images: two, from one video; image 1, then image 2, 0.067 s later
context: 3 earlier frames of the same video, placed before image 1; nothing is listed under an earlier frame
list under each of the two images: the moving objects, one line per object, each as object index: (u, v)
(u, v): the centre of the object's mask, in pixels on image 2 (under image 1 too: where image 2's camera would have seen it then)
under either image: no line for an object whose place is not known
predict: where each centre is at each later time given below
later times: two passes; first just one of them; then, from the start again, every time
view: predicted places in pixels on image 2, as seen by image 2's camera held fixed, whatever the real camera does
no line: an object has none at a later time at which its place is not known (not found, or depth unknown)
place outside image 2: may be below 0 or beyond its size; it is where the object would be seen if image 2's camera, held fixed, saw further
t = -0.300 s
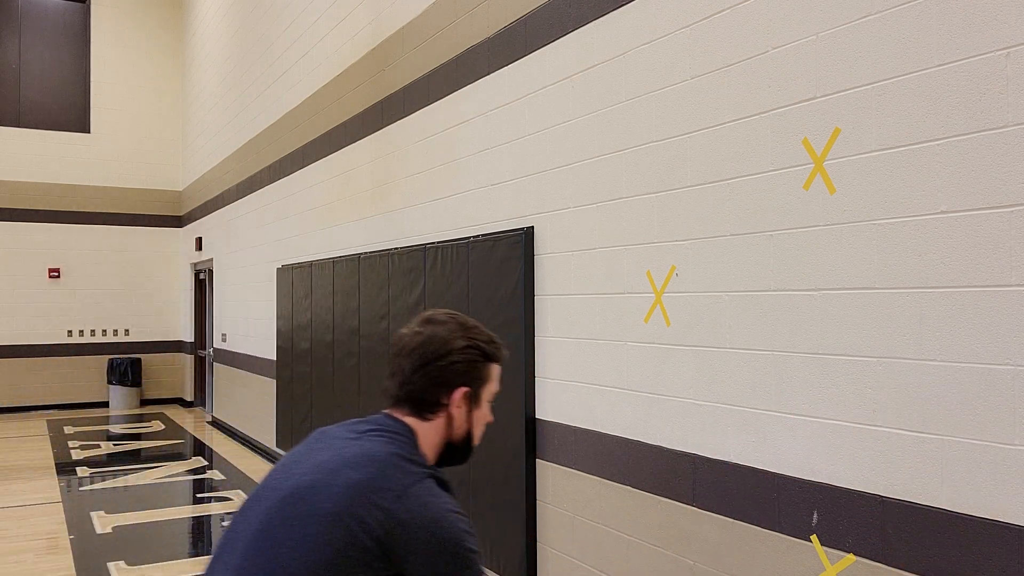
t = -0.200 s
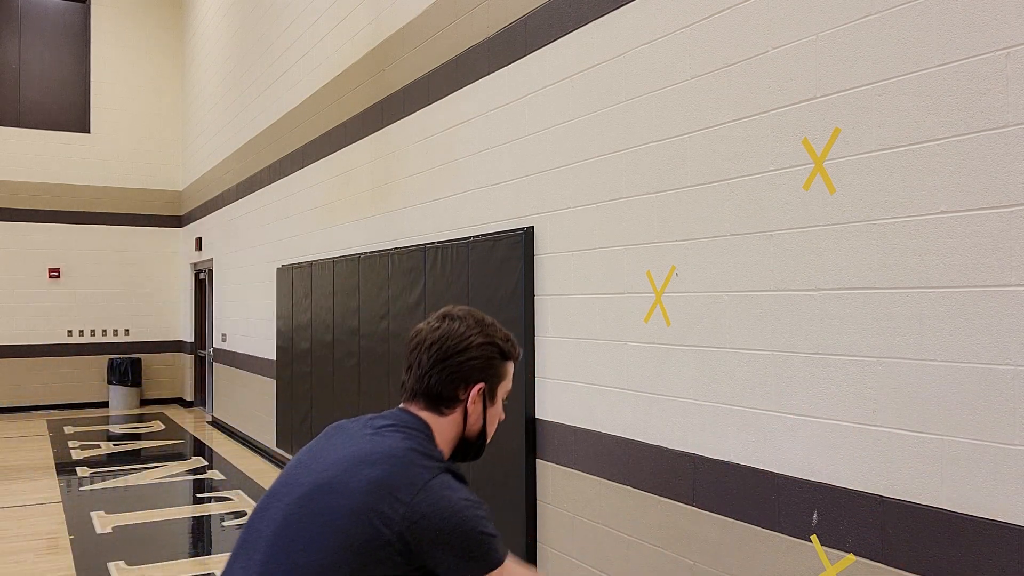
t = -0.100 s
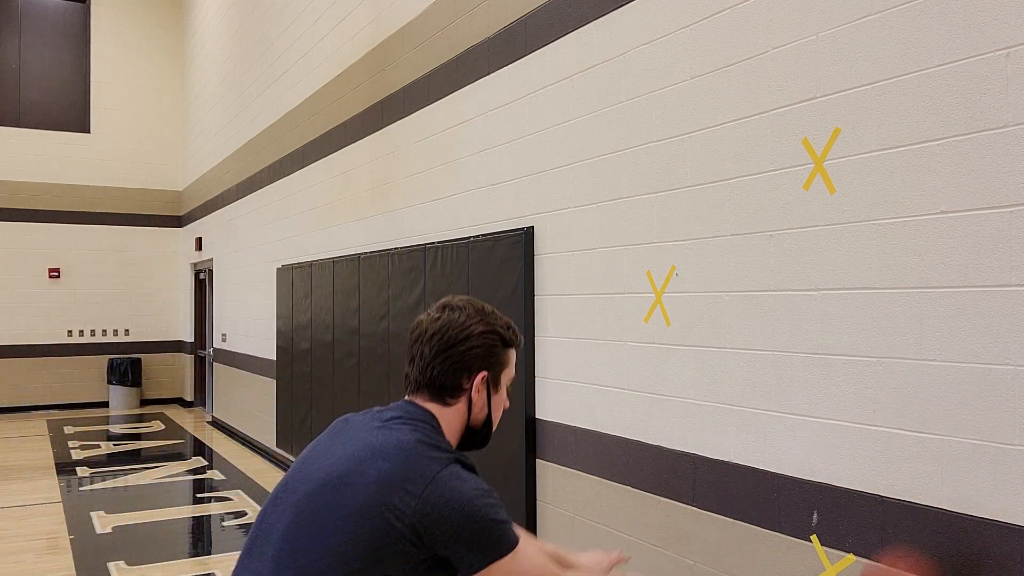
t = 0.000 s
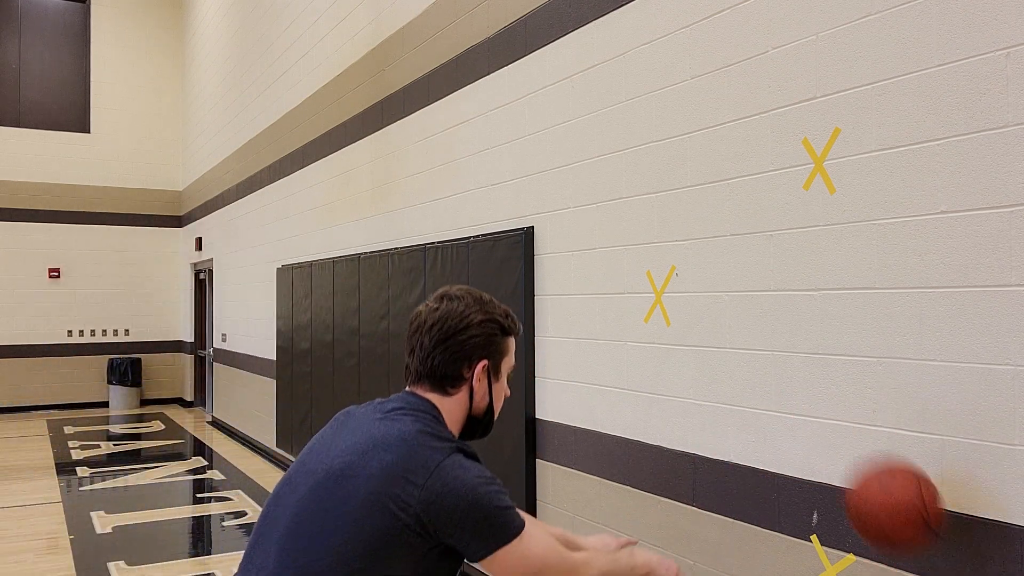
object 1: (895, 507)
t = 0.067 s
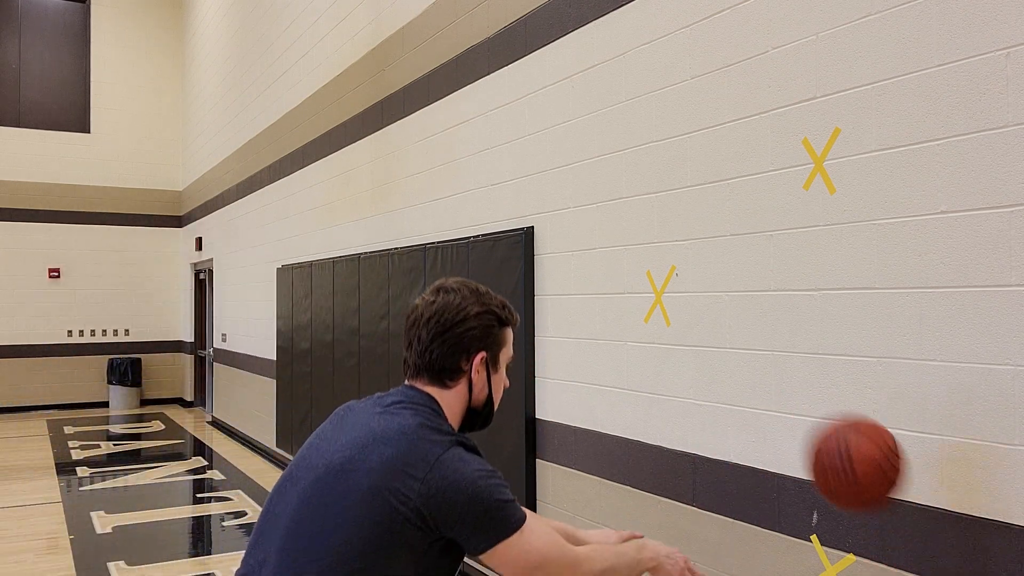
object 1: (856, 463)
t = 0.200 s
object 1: (776, 427)
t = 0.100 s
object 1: (836, 448)
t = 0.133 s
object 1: (816, 437)
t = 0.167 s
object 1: (796, 430)
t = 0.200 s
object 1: (776, 427)
